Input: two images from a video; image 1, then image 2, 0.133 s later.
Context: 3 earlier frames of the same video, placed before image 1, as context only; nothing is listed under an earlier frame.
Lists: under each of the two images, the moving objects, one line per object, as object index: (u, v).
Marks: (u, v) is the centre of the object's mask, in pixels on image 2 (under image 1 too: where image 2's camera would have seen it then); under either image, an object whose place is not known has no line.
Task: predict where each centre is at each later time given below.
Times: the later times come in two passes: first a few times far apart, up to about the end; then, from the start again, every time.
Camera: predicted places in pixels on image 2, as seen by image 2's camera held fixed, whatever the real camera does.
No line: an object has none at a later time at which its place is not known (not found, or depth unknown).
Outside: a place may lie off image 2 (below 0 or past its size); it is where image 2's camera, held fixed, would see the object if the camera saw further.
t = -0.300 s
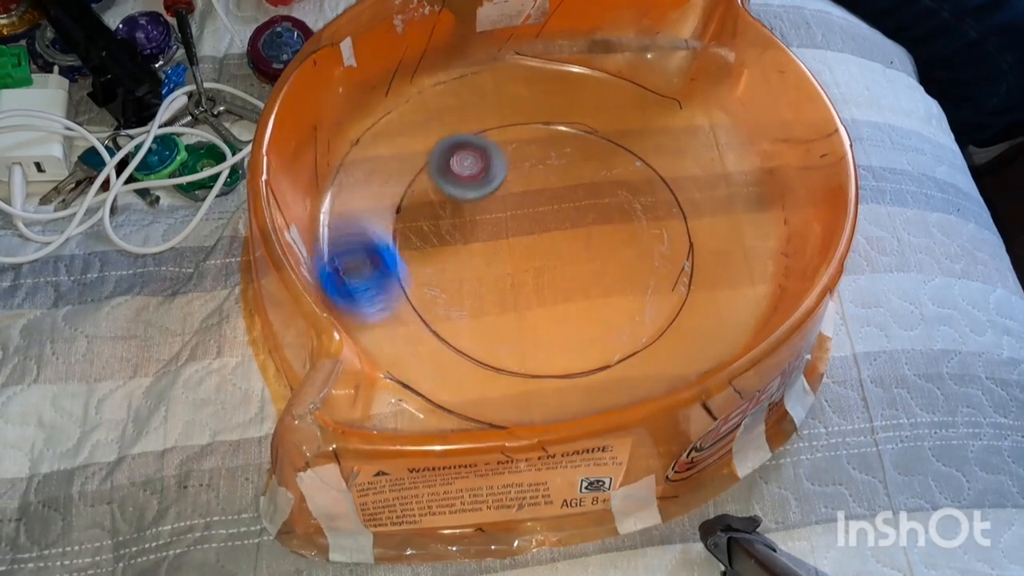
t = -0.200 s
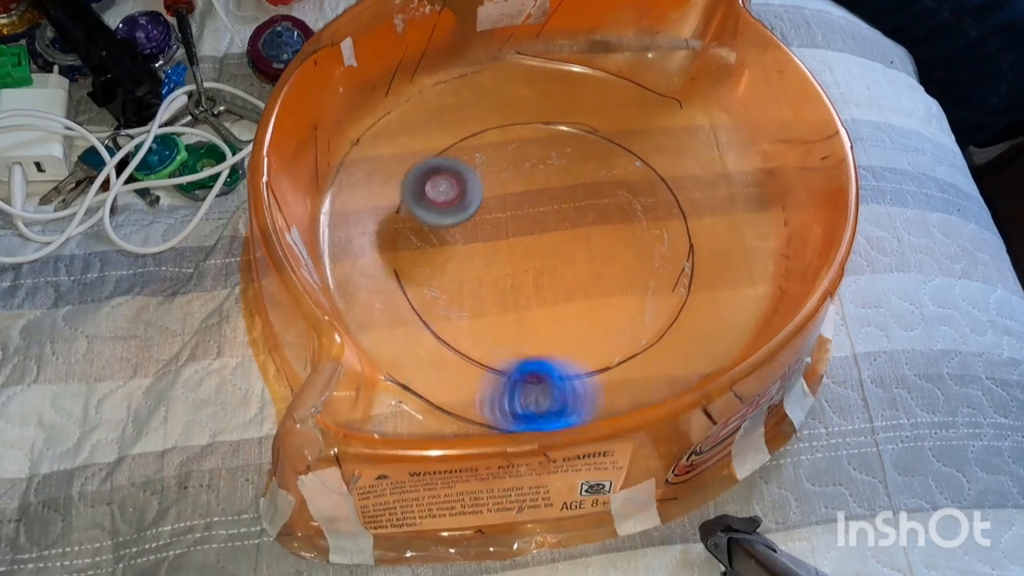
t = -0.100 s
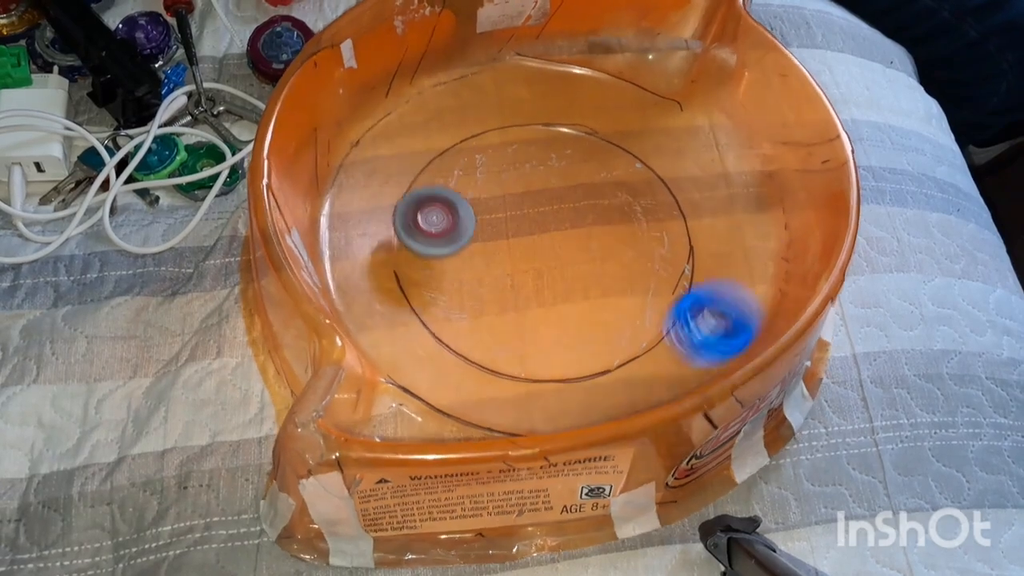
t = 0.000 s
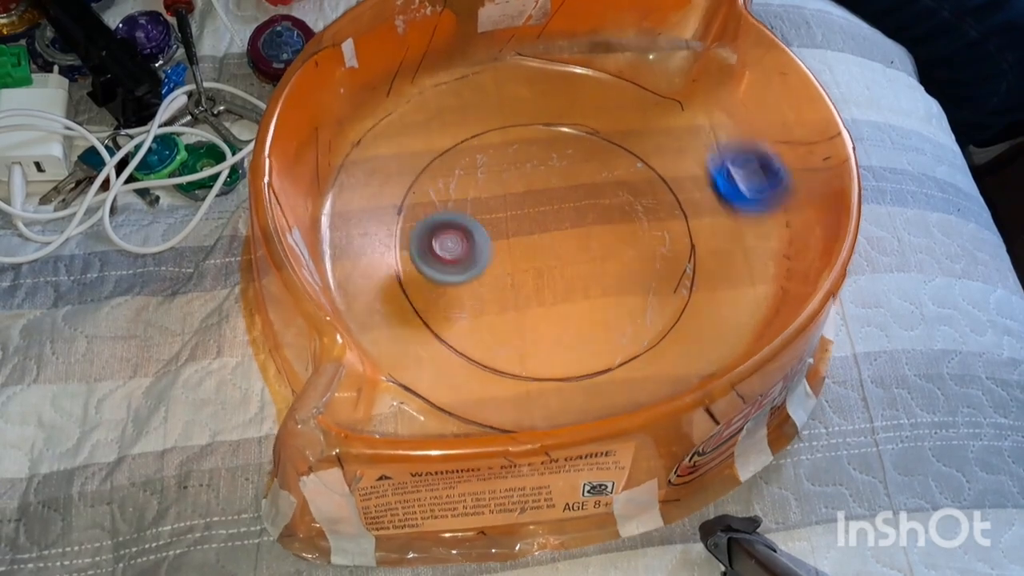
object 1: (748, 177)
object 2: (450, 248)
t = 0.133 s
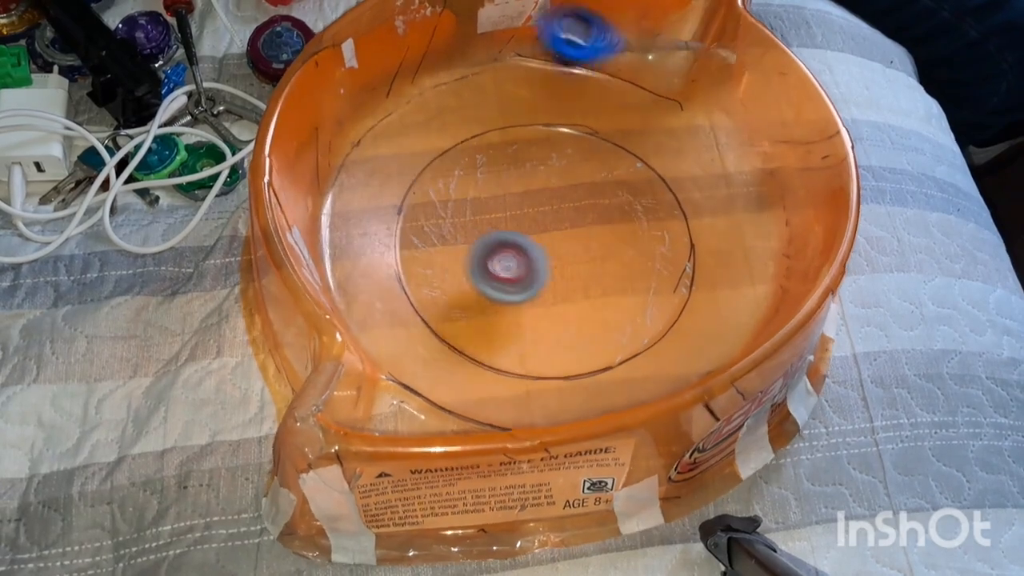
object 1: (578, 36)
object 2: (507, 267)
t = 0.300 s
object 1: (357, 152)
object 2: (588, 233)
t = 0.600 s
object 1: (685, 349)
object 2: (556, 114)
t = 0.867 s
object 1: (630, 56)
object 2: (489, 147)
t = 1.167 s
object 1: (353, 186)
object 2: (596, 175)
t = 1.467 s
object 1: (630, 341)
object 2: (568, 114)
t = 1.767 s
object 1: (636, 67)
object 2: (533, 187)
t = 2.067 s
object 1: (369, 187)
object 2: (648, 223)
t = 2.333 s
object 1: (614, 352)
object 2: (655, 160)
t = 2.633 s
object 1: (682, 93)
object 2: (518, 158)
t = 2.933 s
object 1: (378, 122)
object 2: (509, 239)
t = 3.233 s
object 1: (545, 340)
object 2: (574, 245)
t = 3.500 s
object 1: (705, 142)
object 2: (578, 169)
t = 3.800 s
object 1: (454, 69)
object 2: (480, 167)
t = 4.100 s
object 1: (457, 280)
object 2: (553, 299)
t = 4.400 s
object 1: (491, 242)
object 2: (685, 208)
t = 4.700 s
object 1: (460, 129)
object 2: (540, 119)
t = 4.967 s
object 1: (428, 228)
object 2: (553, 168)
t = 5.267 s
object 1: (662, 228)
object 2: (594, 180)
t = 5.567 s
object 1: (647, 83)
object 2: (554, 164)
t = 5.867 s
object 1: (450, 155)
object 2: (551, 206)
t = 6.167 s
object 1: (415, 256)
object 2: (590, 214)
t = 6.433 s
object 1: (521, 263)
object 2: (600, 103)
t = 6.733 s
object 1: (494, 300)
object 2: (650, 50)
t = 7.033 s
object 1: (505, 171)
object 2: (655, 52)
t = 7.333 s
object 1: (589, 97)
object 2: (652, 49)
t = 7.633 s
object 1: (623, 158)
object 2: (602, 47)
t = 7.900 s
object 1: (552, 247)
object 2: (632, 58)
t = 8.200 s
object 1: (440, 274)
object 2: (615, 46)
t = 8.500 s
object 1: (471, 192)
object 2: (653, 51)
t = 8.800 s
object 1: (561, 109)
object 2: (578, 33)
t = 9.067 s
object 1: (609, 161)
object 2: (539, 120)
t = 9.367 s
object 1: (550, 247)
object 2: (523, 182)
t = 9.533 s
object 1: (482, 249)
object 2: (523, 182)
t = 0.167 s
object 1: (529, 33)
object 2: (527, 266)
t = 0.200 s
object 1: (477, 48)
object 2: (545, 263)
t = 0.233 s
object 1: (430, 82)
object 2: (563, 255)
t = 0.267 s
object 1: (386, 111)
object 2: (577, 245)
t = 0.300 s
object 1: (357, 152)
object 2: (588, 233)
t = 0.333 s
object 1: (345, 200)
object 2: (596, 219)
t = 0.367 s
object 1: (349, 251)
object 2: (601, 205)
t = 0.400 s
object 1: (378, 303)
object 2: (602, 189)
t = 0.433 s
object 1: (420, 344)
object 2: (600, 174)
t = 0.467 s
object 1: (472, 378)
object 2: (594, 161)
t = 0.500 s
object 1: (526, 394)
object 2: (587, 146)
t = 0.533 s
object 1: (583, 387)
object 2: (577, 132)
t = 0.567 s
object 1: (636, 372)
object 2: (567, 122)
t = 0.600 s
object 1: (685, 349)
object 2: (556, 114)
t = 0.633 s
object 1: (723, 316)
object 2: (546, 108)
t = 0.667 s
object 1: (748, 276)
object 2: (535, 105)
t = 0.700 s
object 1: (756, 232)
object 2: (524, 109)
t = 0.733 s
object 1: (754, 189)
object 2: (514, 117)
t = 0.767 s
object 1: (730, 149)
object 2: (504, 124)
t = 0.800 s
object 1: (699, 111)
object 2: (496, 131)
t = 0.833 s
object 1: (665, 81)
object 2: (490, 138)
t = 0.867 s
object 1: (630, 56)
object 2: (489, 147)
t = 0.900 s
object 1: (590, 36)
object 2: (492, 156)
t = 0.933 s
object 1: (551, 31)
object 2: (497, 164)
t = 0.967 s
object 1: (515, 45)
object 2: (505, 172)
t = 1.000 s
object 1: (479, 65)
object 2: (516, 178)
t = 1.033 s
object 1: (447, 81)
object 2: (532, 182)
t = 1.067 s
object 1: (415, 101)
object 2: (548, 184)
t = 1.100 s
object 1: (386, 125)
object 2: (564, 183)
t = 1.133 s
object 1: (365, 154)
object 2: (580, 180)
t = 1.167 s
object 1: (353, 186)
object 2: (596, 175)
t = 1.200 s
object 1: (348, 221)
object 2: (608, 167)
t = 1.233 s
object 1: (356, 258)
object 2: (618, 158)
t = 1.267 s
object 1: (375, 292)
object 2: (625, 148)
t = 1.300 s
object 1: (404, 321)
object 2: (628, 136)
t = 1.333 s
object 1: (444, 344)
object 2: (626, 124)
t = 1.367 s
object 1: (490, 360)
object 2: (618, 115)
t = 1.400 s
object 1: (539, 363)
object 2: (604, 110)
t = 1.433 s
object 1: (586, 357)
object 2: (587, 112)
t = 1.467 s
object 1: (630, 341)
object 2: (568, 114)
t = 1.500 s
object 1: (665, 317)
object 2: (551, 115)
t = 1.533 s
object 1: (691, 287)
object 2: (536, 118)
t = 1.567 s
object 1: (711, 253)
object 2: (526, 123)
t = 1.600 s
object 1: (722, 214)
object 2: (519, 131)
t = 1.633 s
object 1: (724, 179)
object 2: (516, 141)
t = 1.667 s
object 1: (718, 141)
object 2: (515, 152)
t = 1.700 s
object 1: (703, 108)
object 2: (518, 164)
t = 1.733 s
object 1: (670, 85)
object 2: (525, 177)
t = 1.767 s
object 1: (636, 67)
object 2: (533, 187)
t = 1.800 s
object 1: (600, 51)
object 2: (543, 196)
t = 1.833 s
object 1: (561, 40)
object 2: (554, 204)
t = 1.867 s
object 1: (519, 40)
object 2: (567, 211)
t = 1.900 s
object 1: (480, 58)
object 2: (581, 217)
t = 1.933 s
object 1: (445, 75)
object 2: (595, 222)
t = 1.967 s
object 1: (416, 97)
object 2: (609, 226)
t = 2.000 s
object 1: (392, 124)
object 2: (624, 228)
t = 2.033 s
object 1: (377, 154)
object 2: (636, 227)
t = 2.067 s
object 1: (369, 187)
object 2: (648, 223)
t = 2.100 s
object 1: (370, 222)
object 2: (659, 219)
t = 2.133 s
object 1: (383, 261)
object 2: (667, 212)
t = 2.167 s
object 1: (406, 294)
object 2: (674, 203)
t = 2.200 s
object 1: (438, 321)
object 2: (676, 193)
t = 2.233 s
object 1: (477, 343)
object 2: (676, 183)
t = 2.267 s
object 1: (522, 355)
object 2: (673, 174)
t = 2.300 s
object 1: (569, 358)
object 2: (666, 166)
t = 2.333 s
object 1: (614, 352)
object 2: (655, 160)
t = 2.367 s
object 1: (654, 335)
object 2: (641, 155)
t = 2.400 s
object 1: (687, 311)
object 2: (625, 151)
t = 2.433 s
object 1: (712, 282)
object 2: (609, 146)
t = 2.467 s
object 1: (730, 250)
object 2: (591, 142)
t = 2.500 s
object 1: (738, 216)
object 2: (574, 140)
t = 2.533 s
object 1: (740, 181)
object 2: (558, 141)
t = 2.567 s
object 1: (734, 148)
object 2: (543, 144)
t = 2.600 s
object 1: (711, 118)
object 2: (531, 150)
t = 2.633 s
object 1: (682, 93)
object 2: (518, 158)
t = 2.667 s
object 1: (651, 71)
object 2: (509, 167)
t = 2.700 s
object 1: (619, 53)
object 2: (503, 176)
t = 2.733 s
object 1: (583, 41)
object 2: (499, 187)
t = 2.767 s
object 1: (545, 37)
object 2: (497, 197)
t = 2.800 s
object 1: (507, 46)
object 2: (496, 208)
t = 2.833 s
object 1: (470, 61)
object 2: (498, 218)
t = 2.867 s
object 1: (434, 77)
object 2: (500, 225)
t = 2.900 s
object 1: (402, 98)
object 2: (503, 231)
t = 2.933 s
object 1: (378, 122)
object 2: (509, 239)
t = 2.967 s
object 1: (362, 149)
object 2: (517, 244)
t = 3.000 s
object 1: (356, 179)
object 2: (525, 250)
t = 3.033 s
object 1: (357, 211)
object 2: (534, 253)
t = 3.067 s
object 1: (368, 245)
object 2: (542, 255)
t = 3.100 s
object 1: (390, 277)
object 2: (550, 256)
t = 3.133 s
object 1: (421, 302)
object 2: (558, 256)
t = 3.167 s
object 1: (458, 322)
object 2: (565, 254)
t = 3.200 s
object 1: (501, 336)
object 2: (571, 250)
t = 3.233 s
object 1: (545, 340)
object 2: (574, 245)
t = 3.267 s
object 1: (588, 335)
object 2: (578, 238)
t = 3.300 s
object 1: (628, 320)
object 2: (582, 231)
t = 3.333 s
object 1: (661, 298)
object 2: (585, 222)
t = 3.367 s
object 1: (686, 271)
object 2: (587, 213)
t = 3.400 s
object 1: (700, 240)
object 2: (588, 203)
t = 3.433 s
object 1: (708, 207)
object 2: (587, 192)
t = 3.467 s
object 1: (710, 174)
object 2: (584, 181)
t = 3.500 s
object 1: (705, 142)
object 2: (578, 169)
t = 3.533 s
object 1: (695, 111)
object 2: (571, 159)
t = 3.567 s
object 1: (678, 83)
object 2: (562, 148)
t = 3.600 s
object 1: (650, 65)
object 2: (551, 140)
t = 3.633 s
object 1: (617, 54)
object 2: (541, 132)
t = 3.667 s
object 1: (579, 49)
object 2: (530, 127)
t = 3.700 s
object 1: (541, 48)
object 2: (518, 123)
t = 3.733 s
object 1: (506, 52)
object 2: (505, 125)
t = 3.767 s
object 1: (477, 52)
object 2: (491, 146)
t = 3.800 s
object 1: (454, 69)
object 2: (480, 167)
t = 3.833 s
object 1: (434, 90)
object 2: (472, 187)
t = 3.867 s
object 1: (421, 118)
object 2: (467, 204)
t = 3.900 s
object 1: (413, 149)
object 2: (468, 220)
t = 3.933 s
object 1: (411, 181)
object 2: (472, 235)
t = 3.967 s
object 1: (405, 201)
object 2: (490, 255)
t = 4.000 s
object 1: (407, 223)
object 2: (507, 275)
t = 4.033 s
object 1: (419, 246)
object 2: (523, 286)
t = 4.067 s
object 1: (436, 265)
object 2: (537, 294)
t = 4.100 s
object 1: (457, 280)
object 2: (553, 299)
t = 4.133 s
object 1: (481, 290)
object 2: (571, 299)
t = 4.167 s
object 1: (503, 294)
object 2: (589, 296)
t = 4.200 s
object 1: (503, 292)
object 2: (623, 290)
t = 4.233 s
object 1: (501, 288)
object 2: (652, 282)
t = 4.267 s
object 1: (498, 282)
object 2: (673, 272)
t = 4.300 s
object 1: (495, 273)
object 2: (689, 258)
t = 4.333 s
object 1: (493, 264)
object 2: (695, 241)
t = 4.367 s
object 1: (491, 254)
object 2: (693, 225)
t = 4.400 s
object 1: (491, 242)
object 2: (685, 208)
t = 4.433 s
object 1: (491, 228)
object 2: (676, 190)
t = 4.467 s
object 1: (488, 212)
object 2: (665, 173)
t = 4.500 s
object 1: (484, 198)
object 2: (651, 159)
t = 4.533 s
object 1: (480, 183)
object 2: (634, 146)
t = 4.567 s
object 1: (476, 170)
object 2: (615, 136)
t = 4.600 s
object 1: (472, 157)
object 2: (597, 126)
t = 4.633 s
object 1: (467, 146)
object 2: (577, 120)
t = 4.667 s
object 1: (463, 137)
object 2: (558, 118)
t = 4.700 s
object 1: (460, 129)
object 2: (540, 119)
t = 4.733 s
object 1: (438, 119)
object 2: (539, 124)
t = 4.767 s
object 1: (409, 114)
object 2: (548, 129)
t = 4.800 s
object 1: (386, 111)
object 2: (552, 135)
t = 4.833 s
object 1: (381, 123)
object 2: (555, 143)
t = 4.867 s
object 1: (388, 151)
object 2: (553, 151)
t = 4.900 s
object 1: (396, 178)
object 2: (552, 158)
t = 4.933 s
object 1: (410, 205)
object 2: (552, 164)
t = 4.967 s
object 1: (428, 228)
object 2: (553, 168)
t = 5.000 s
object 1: (451, 245)
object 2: (557, 171)
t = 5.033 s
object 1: (475, 256)
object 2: (562, 174)
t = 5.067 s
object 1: (503, 262)
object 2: (569, 178)
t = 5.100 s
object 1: (532, 265)
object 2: (576, 182)
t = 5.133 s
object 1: (561, 264)
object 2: (582, 185)
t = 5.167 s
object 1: (588, 259)
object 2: (586, 187)
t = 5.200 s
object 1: (615, 251)
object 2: (589, 186)
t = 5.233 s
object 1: (639, 241)
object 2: (592, 184)
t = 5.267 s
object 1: (662, 228)
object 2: (594, 180)
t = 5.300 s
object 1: (681, 213)
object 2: (595, 176)
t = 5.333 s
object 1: (694, 194)
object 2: (596, 172)
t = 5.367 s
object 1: (698, 178)
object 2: (593, 169)
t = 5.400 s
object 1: (698, 160)
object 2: (588, 166)
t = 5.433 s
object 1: (697, 141)
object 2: (581, 164)
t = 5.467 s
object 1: (691, 122)
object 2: (572, 163)
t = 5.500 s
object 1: (681, 105)
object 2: (565, 162)
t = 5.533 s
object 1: (666, 92)
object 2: (559, 162)
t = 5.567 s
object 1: (647, 83)
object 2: (554, 164)
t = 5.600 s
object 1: (624, 77)
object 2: (549, 167)
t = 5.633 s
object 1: (600, 77)
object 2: (545, 171)
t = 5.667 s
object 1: (575, 82)
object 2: (542, 175)
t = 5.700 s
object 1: (549, 92)
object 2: (540, 179)
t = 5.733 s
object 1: (525, 104)
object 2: (539, 183)
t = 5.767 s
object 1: (505, 118)
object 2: (539, 186)
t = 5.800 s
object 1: (488, 135)
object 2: (540, 190)
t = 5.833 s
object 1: (472, 148)
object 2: (543, 196)
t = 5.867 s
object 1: (450, 155)
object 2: (551, 206)
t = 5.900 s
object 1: (427, 162)
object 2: (555, 215)
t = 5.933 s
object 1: (408, 169)
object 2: (558, 221)
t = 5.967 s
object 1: (398, 179)
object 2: (561, 224)
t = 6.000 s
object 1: (390, 190)
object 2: (565, 227)
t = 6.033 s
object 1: (385, 201)
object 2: (568, 227)
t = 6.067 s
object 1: (382, 214)
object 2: (573, 225)
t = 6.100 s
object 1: (384, 229)
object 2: (578, 222)
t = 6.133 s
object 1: (395, 244)
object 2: (585, 218)
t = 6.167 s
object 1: (415, 256)
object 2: (590, 214)
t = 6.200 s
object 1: (439, 263)
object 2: (593, 208)
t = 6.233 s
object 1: (464, 264)
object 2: (594, 202)
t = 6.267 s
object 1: (487, 260)
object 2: (591, 195)
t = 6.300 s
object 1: (509, 251)
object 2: (586, 187)
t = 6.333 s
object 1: (530, 239)
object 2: (581, 178)
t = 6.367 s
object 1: (546, 226)
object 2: (576, 168)
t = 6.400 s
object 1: (536, 238)
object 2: (587, 137)
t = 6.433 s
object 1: (521, 263)
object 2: (600, 103)
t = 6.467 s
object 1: (507, 281)
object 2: (608, 74)
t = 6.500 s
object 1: (497, 291)
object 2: (614, 52)
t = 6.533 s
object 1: (487, 302)
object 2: (614, 40)
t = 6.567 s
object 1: (480, 312)
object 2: (612, 38)
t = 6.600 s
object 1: (477, 319)
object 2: (612, 38)
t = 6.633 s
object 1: (480, 318)
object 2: (622, 43)
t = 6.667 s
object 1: (485, 316)
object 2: (641, 46)
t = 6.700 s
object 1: (490, 310)
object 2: (658, 47)
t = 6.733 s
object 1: (494, 300)
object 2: (650, 50)
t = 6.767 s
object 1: (496, 290)
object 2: (652, 48)
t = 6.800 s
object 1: (495, 277)
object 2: (657, 47)
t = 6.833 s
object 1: (493, 262)
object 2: (656, 48)
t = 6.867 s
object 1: (491, 246)
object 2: (650, 48)
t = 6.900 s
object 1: (491, 230)
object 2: (644, 48)
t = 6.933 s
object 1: (492, 215)
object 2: (644, 48)
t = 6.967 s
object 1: (495, 200)
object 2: (651, 50)
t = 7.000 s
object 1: (499, 186)
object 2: (659, 52)
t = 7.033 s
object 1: (505, 171)
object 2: (655, 52)
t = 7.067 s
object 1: (513, 158)
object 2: (656, 47)
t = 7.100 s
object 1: (522, 145)
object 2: (659, 55)
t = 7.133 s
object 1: (530, 134)
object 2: (658, 54)
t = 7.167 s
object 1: (540, 123)
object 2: (658, 52)
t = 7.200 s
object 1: (551, 113)
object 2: (662, 54)
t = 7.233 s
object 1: (564, 104)
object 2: (657, 53)
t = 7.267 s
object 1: (572, 101)
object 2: (656, 50)
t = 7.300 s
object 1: (580, 98)
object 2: (655, 51)
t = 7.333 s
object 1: (589, 97)
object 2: (652, 49)
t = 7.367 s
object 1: (597, 98)
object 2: (649, 49)
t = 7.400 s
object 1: (607, 100)
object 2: (644, 46)
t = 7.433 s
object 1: (616, 104)
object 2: (635, 48)
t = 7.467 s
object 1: (623, 109)
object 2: (628, 46)
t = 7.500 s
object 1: (628, 117)
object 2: (620, 52)
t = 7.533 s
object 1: (631, 127)
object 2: (613, 52)
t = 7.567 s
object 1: (629, 139)
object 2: (604, 51)
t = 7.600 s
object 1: (627, 148)
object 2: (601, 47)
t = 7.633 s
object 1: (623, 158)
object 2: (602, 47)
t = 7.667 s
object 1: (620, 170)
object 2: (604, 45)
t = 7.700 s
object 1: (615, 183)
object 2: (610, 47)
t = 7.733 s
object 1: (608, 196)
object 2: (617, 49)
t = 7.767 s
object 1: (600, 208)
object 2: (624, 46)
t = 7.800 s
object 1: (590, 219)
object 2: (626, 57)
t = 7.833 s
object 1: (579, 229)
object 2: (627, 62)
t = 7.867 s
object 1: (567, 238)
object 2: (632, 58)
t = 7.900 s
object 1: (552, 247)
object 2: (632, 58)
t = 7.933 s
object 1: (538, 254)
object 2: (629, 62)
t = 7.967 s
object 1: (523, 260)
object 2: (626, 60)
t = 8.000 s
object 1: (508, 264)
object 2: (625, 58)
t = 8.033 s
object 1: (493, 268)
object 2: (622, 57)
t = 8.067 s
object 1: (479, 271)
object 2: (621, 46)
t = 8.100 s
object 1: (466, 273)
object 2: (616, 47)
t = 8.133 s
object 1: (454, 274)
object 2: (614, 47)
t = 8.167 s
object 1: (445, 274)
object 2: (610, 50)
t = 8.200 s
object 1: (440, 274)
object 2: (615, 46)
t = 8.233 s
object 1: (437, 272)
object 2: (619, 44)
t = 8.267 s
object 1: (439, 268)
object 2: (624, 44)
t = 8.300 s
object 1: (441, 261)
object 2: (630, 51)
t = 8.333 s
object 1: (444, 253)
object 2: (635, 50)
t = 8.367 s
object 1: (449, 242)
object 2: (642, 49)
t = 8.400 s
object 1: (454, 231)
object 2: (649, 50)
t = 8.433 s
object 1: (460, 217)
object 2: (651, 50)
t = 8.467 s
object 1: (465, 204)
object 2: (652, 48)
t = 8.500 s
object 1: (471, 192)
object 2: (653, 51)
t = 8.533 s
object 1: (478, 180)
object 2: (649, 54)
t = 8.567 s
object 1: (485, 169)
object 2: (644, 54)
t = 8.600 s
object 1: (494, 158)
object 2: (637, 53)
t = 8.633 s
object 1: (504, 148)
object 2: (626, 48)
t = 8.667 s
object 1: (514, 139)
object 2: (613, 43)
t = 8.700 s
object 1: (525, 130)
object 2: (602, 42)
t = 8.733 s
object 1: (536, 122)
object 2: (594, 43)
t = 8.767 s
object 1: (548, 115)
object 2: (588, 39)
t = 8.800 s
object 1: (561, 109)
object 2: (578, 33)
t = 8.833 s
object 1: (573, 108)
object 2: (568, 31)
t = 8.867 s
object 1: (581, 114)
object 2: (560, 35)
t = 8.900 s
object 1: (587, 124)
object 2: (554, 42)
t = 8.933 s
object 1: (592, 132)
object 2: (549, 57)
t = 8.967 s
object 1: (596, 139)
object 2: (546, 69)
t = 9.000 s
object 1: (601, 145)
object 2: (542, 86)
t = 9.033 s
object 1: (605, 152)
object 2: (540, 104)
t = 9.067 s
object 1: (609, 161)
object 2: (539, 120)
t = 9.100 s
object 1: (611, 172)
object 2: (538, 136)
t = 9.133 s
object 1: (610, 185)
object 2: (537, 149)
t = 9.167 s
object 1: (607, 198)
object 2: (536, 157)
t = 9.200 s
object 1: (601, 210)
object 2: (535, 163)
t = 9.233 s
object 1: (595, 220)
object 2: (532, 167)
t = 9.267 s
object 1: (588, 228)
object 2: (527, 171)
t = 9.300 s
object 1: (578, 235)
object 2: (524, 174)
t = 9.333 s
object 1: (566, 241)
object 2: (522, 179)
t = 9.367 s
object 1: (550, 247)
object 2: (523, 182)
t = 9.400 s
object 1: (535, 251)
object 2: (525, 184)
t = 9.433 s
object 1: (521, 253)
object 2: (526, 185)
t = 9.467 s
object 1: (509, 254)
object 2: (526, 185)
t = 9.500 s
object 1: (496, 252)
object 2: (525, 184)
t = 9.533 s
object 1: (482, 249)
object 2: (523, 182)
